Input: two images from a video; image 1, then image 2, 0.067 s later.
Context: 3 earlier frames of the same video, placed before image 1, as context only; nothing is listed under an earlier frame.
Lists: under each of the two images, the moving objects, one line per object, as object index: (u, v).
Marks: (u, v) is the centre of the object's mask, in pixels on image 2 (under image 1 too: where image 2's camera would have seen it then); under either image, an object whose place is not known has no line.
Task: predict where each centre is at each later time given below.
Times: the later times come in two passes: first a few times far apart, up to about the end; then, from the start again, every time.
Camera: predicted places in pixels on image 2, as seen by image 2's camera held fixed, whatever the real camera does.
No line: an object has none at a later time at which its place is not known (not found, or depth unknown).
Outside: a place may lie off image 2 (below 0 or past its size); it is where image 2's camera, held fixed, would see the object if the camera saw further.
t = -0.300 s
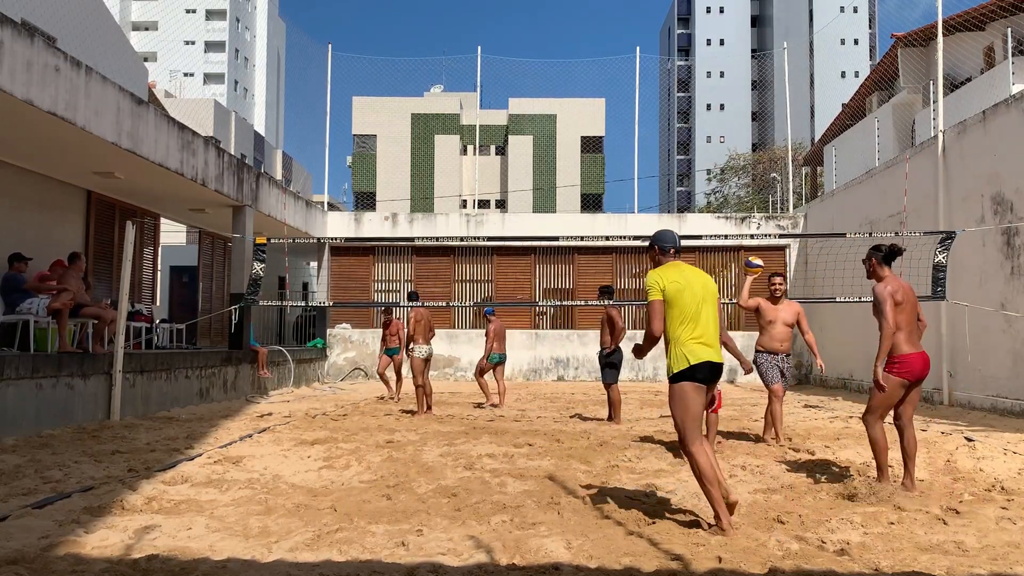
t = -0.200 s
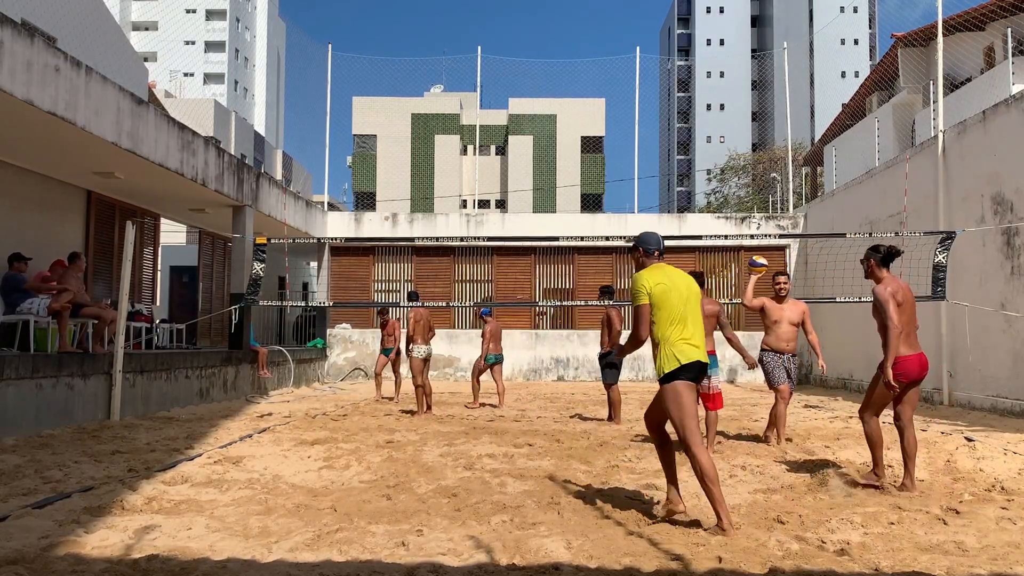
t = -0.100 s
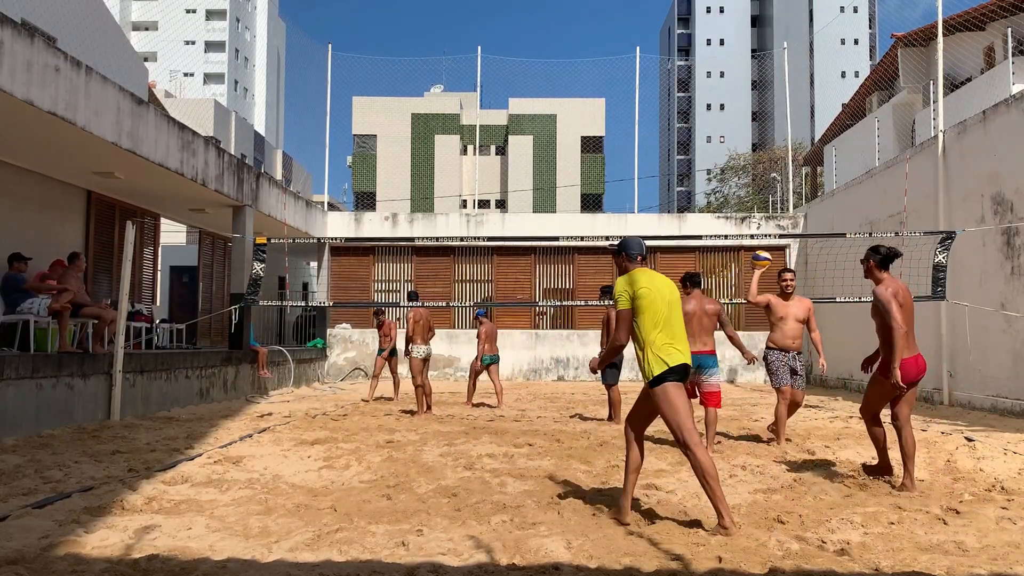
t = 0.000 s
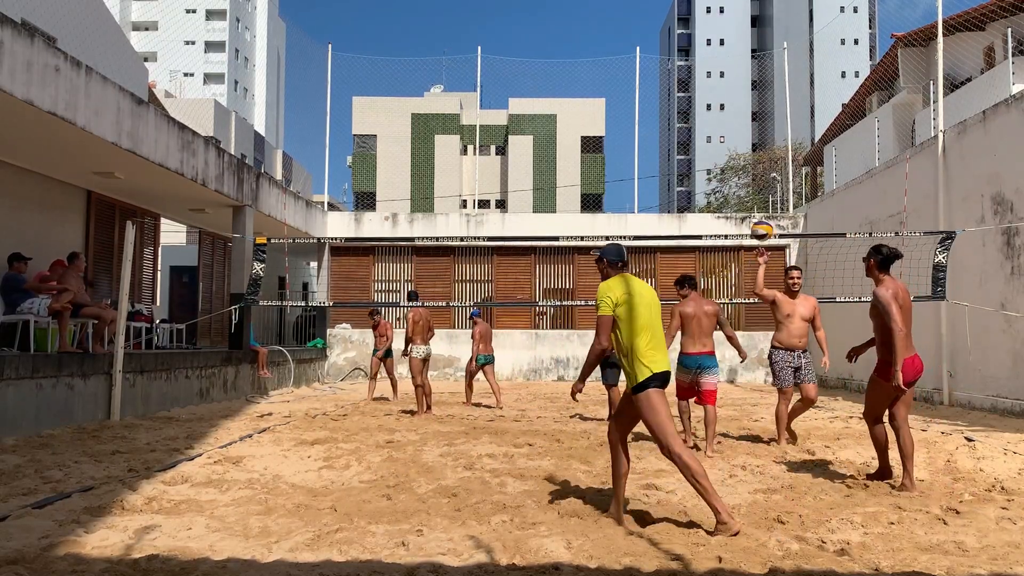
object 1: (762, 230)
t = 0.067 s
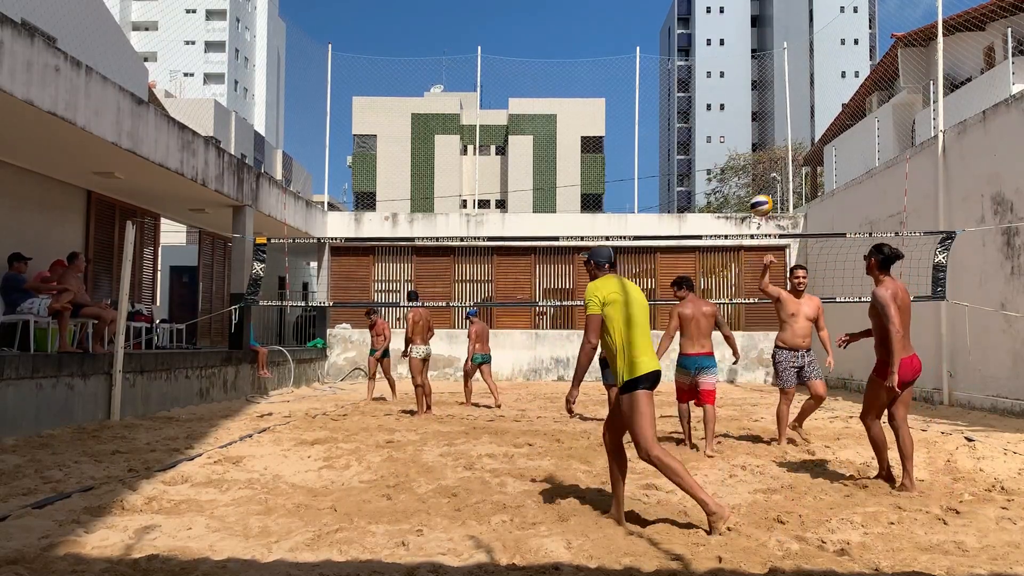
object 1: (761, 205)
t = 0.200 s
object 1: (759, 167)
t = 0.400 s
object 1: (757, 137)
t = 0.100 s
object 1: (761, 194)
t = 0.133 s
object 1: (760, 183)
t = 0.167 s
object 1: (760, 175)
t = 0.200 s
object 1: (759, 167)
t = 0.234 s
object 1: (758, 159)
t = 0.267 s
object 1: (757, 153)
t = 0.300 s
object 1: (757, 147)
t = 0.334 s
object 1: (757, 142)
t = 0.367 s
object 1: (757, 139)
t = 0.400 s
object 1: (757, 137)
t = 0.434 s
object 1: (756, 136)
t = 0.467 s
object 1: (756, 137)
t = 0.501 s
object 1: (755, 138)
